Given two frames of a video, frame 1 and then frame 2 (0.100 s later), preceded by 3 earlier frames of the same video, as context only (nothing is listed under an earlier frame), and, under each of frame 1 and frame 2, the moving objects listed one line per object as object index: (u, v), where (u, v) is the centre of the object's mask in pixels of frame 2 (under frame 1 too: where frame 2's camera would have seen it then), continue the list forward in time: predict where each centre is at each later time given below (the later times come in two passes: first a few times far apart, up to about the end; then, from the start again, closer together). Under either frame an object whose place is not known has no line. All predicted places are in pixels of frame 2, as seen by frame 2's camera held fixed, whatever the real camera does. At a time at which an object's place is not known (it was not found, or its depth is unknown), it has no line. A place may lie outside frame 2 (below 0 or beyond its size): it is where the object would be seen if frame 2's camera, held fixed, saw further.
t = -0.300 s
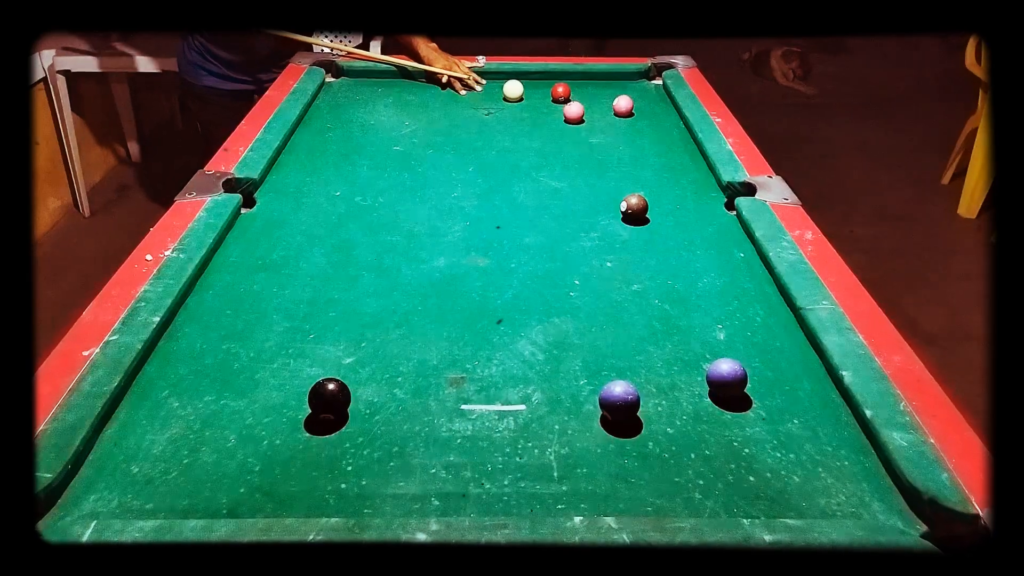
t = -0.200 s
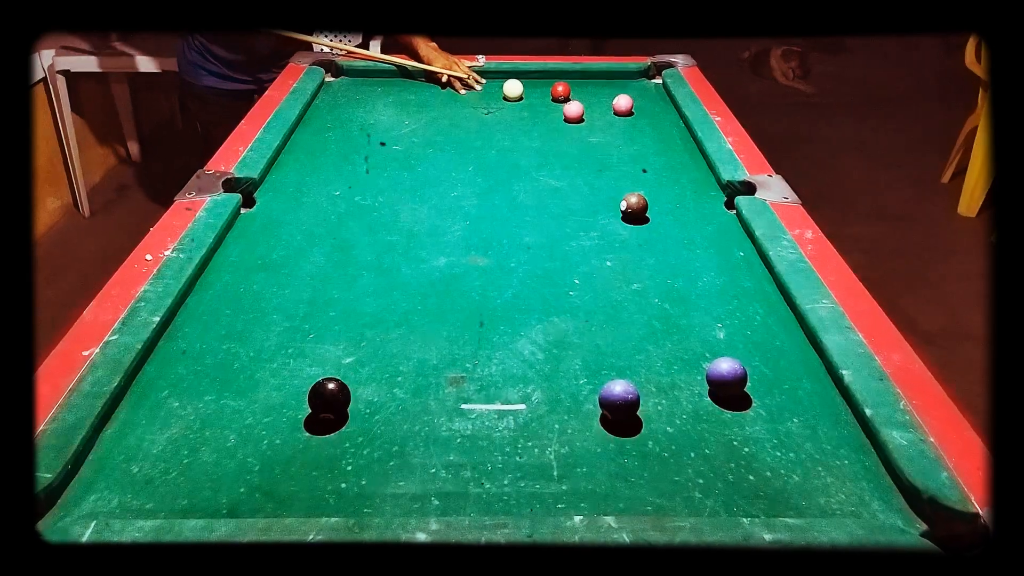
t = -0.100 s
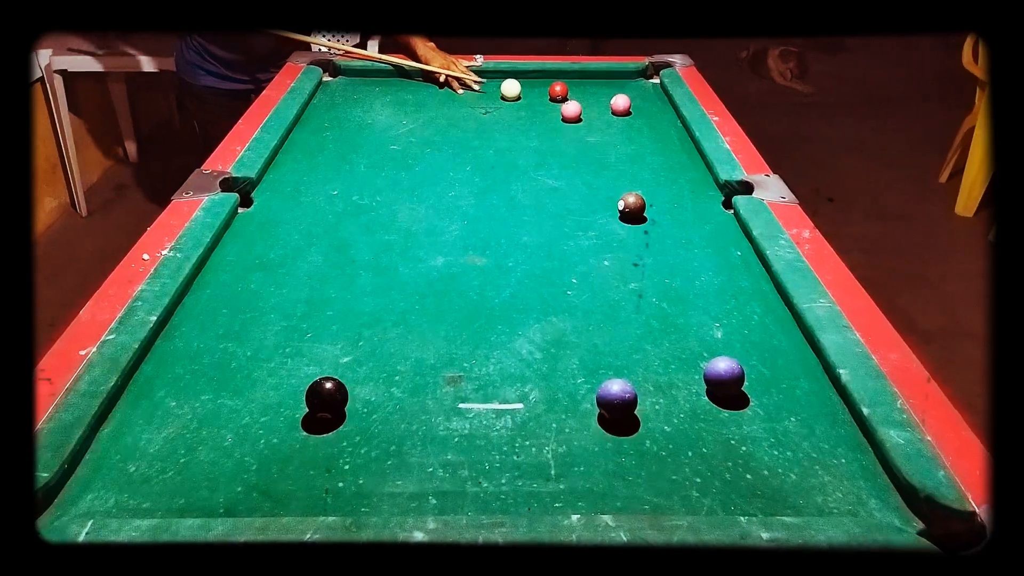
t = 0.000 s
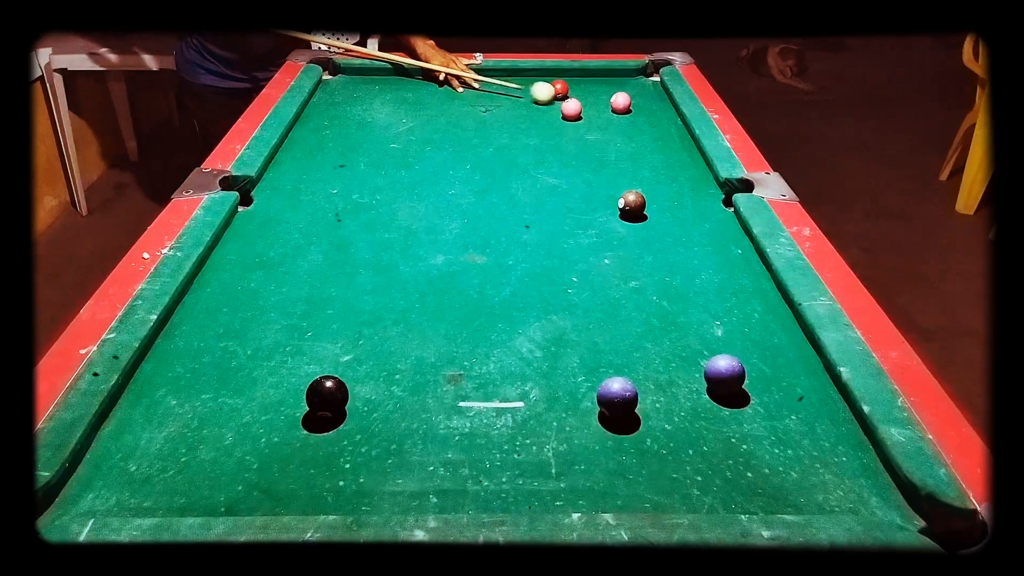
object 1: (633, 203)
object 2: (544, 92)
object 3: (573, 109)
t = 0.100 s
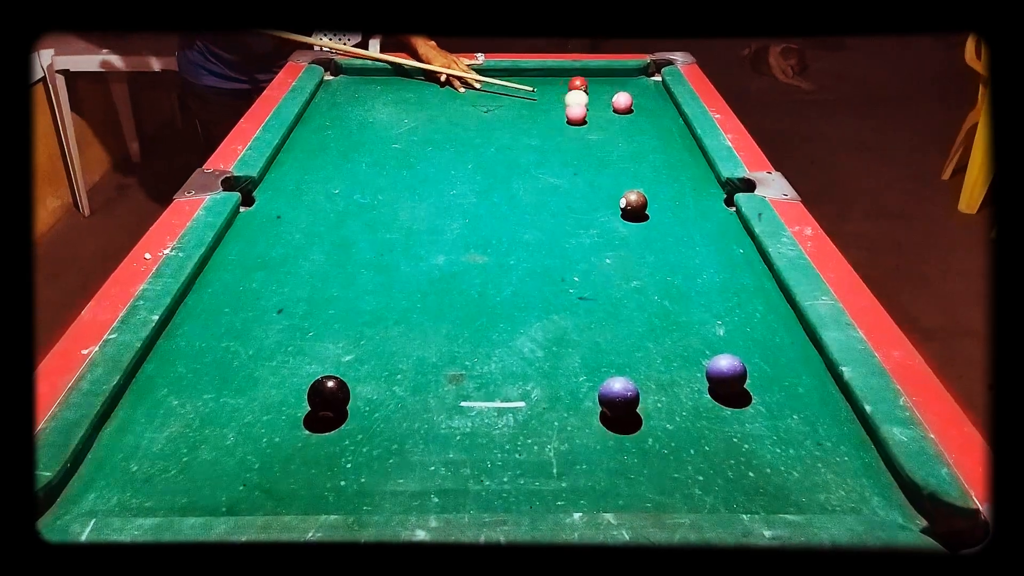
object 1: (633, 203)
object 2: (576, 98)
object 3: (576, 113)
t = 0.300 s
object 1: (633, 203)
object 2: (612, 106)
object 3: (593, 134)
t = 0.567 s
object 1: (634, 203)
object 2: (640, 116)
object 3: (619, 165)
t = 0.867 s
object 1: (630, 209)
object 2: (671, 126)
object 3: (656, 197)
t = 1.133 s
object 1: (618, 228)
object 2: (674, 133)
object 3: (700, 212)
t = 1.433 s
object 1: (605, 246)
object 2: (662, 138)
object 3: (728, 228)
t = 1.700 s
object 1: (592, 261)
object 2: (652, 142)
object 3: (711, 238)
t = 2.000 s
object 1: (578, 276)
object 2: (642, 145)
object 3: (693, 248)
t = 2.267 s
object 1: (569, 286)
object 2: (636, 147)
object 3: (683, 254)
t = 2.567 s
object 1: (560, 295)
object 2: (633, 148)
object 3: (675, 260)
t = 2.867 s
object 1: (555, 297)
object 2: (633, 148)
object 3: (671, 263)
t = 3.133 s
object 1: (554, 298)
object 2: (633, 148)
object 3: (671, 264)
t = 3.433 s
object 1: (555, 297)
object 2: (633, 148)
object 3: (671, 263)
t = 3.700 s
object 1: (555, 297)
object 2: (633, 148)
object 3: (671, 263)
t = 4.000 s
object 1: (554, 297)
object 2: (633, 148)
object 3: (671, 263)
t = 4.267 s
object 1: (554, 298)
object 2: (633, 148)
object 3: (670, 263)
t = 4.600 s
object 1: (554, 298)
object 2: (633, 148)
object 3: (670, 263)
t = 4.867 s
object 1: (554, 297)
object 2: (633, 148)
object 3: (670, 263)
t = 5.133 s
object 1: (554, 298)
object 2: (633, 148)
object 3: (670, 264)
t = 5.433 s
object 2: (632, 148)
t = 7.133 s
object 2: (633, 148)
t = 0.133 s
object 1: (633, 203)
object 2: (586, 100)
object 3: (579, 117)
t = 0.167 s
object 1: (633, 203)
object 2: (595, 102)
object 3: (582, 120)
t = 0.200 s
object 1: (633, 204)
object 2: (602, 103)
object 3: (585, 123)
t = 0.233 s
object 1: (633, 203)
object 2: (605, 104)
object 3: (587, 127)
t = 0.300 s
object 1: (633, 203)
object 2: (612, 106)
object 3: (593, 134)
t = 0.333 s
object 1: (633, 203)
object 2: (615, 108)
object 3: (596, 137)
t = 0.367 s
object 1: (633, 203)
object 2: (619, 109)
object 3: (600, 141)
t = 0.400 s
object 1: (633, 203)
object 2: (622, 110)
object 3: (602, 145)
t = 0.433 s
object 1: (633, 203)
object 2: (626, 111)
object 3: (605, 149)
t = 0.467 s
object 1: (633, 203)
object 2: (629, 112)
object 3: (609, 153)
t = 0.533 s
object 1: (634, 202)
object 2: (636, 115)
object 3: (615, 161)
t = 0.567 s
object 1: (634, 203)
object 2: (640, 116)
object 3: (619, 165)
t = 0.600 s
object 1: (634, 203)
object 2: (643, 117)
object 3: (622, 169)
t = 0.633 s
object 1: (633, 203)
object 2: (647, 118)
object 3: (626, 173)
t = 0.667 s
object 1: (633, 203)
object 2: (650, 119)
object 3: (629, 177)
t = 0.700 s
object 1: (634, 203)
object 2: (654, 120)
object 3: (633, 179)
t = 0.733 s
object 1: (634, 203)
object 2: (657, 121)
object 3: (637, 182)
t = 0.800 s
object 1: (632, 204)
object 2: (664, 123)
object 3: (646, 191)
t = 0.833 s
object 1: (631, 207)
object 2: (667, 125)
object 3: (651, 194)
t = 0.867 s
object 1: (630, 209)
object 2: (671, 126)
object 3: (656, 197)
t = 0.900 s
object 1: (628, 211)
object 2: (674, 127)
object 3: (661, 198)
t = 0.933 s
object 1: (627, 213)
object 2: (677, 128)
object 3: (667, 200)
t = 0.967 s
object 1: (626, 215)
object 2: (681, 129)
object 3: (672, 202)
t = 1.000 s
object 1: (624, 218)
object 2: (680, 130)
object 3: (678, 204)
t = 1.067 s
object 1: (621, 222)
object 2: (677, 131)
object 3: (689, 208)
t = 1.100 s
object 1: (620, 225)
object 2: (676, 132)
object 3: (694, 211)
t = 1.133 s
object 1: (618, 228)
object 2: (674, 133)
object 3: (700, 212)
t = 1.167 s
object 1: (617, 230)
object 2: (673, 133)
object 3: (705, 214)
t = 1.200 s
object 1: (615, 232)
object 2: (671, 134)
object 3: (710, 216)
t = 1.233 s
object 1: (614, 234)
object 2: (670, 134)
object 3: (716, 218)
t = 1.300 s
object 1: (610, 237)
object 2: (667, 136)
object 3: (726, 222)
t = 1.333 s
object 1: (609, 240)
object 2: (666, 136)
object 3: (732, 224)
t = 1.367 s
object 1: (608, 242)
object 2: (665, 137)
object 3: (733, 225)
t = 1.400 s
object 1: (606, 243)
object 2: (663, 137)
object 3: (731, 227)
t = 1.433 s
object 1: (605, 246)
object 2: (662, 138)
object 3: (728, 228)
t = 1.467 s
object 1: (603, 248)
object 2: (661, 138)
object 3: (726, 229)
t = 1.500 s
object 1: (601, 250)
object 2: (659, 139)
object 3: (724, 230)
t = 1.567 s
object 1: (598, 253)
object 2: (657, 140)
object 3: (720, 233)
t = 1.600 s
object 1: (597, 255)
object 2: (655, 140)
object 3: (718, 234)
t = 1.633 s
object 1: (595, 257)
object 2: (654, 141)
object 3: (716, 235)
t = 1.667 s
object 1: (594, 258)
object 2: (653, 141)
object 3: (713, 236)
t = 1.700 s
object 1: (592, 261)
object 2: (652, 142)
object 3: (711, 238)
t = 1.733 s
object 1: (591, 262)
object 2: (651, 142)
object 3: (709, 238)
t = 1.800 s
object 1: (586, 268)
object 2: (648, 143)
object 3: (704, 241)
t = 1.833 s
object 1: (585, 269)
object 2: (647, 144)
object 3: (702, 242)
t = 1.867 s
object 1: (583, 271)
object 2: (646, 144)
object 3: (700, 244)
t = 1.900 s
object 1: (582, 272)
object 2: (645, 144)
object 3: (698, 244)
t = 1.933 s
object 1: (581, 273)
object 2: (644, 145)
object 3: (696, 246)
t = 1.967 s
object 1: (579, 275)
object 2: (643, 145)
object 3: (695, 247)
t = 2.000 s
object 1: (578, 276)
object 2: (642, 145)
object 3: (693, 248)
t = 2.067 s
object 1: (575, 279)
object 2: (640, 146)
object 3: (690, 250)
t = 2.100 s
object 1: (574, 280)
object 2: (639, 146)
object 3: (689, 250)
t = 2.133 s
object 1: (573, 281)
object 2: (639, 146)
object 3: (687, 251)
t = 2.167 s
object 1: (572, 283)
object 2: (638, 146)
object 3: (686, 252)
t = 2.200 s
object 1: (571, 284)
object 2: (637, 147)
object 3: (685, 253)
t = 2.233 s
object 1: (570, 285)
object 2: (637, 147)
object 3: (684, 254)
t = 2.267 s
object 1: (569, 286)
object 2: (636, 147)
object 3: (683, 254)
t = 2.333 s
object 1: (567, 288)
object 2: (635, 147)
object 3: (681, 256)
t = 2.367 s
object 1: (566, 289)
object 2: (635, 147)
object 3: (679, 257)
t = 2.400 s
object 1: (565, 289)
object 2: (635, 148)
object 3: (679, 257)
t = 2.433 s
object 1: (564, 291)
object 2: (634, 148)
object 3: (678, 258)
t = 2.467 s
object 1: (563, 292)
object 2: (634, 148)
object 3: (677, 258)
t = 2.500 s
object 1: (562, 293)
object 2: (633, 148)
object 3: (676, 259)
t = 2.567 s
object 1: (560, 295)
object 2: (633, 148)
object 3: (675, 260)
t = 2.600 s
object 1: (560, 295)
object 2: (633, 148)
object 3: (674, 260)
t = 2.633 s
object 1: (559, 295)
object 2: (633, 148)
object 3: (673, 261)
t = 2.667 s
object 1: (558, 295)
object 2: (633, 148)
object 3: (673, 261)
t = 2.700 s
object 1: (558, 296)
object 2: (633, 148)
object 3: (673, 261)
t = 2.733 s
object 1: (557, 296)
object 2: (633, 148)
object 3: (672, 262)
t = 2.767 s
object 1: (556, 296)
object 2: (633, 148)
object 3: (672, 262)
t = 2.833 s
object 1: (556, 297)
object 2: (633, 148)
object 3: (671, 263)
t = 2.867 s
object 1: (555, 297)
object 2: (633, 148)
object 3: (671, 263)
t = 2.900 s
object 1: (555, 297)
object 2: (633, 148)
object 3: (671, 263)
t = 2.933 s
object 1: (555, 298)
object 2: (633, 148)
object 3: (670, 263)
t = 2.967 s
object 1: (555, 298)
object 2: (633, 148)
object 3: (670, 264)
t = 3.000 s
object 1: (555, 298)
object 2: (633, 148)
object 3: (670, 264)
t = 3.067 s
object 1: (554, 298)
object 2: (633, 148)
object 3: (670, 264)
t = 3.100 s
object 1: (554, 298)
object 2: (633, 148)
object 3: (670, 264)
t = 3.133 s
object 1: (554, 298)
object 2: (633, 148)
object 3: (671, 264)
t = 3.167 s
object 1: (555, 298)
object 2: (633, 148)
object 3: (671, 263)
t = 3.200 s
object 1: (554, 298)
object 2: (633, 148)
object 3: (671, 263)
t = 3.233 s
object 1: (555, 297)
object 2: (633, 148)
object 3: (671, 263)
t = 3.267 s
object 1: (555, 297)
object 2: (633, 148)
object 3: (671, 263)
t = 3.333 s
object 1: (555, 297)
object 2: (633, 148)
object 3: (671, 263)
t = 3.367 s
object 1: (555, 297)
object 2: (633, 148)
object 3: (671, 263)
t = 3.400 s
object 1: (555, 297)
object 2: (633, 148)
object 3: (671, 263)
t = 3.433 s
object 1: (555, 297)
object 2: (633, 148)
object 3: (671, 263)
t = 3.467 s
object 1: (555, 297)
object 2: (633, 148)
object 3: (671, 263)
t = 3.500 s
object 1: (555, 297)
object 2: (633, 148)
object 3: (671, 263)
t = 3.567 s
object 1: (555, 297)
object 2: (633, 148)
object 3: (671, 263)
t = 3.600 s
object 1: (555, 298)
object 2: (633, 148)
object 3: (671, 263)
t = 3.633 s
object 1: (555, 297)
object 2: (633, 148)
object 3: (671, 263)
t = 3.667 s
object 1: (555, 297)
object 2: (633, 148)
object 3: (671, 263)
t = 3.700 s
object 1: (555, 297)
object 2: (633, 148)
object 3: (671, 263)
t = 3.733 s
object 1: (555, 297)
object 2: (633, 148)
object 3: (671, 263)
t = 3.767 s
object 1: (555, 297)
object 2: (633, 148)
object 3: (671, 263)
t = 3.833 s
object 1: (555, 297)
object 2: (633, 148)
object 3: (671, 263)
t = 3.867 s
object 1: (555, 297)
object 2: (633, 148)
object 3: (671, 263)
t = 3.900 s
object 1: (554, 297)
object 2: (633, 148)
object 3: (670, 263)
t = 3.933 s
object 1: (554, 297)
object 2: (633, 148)
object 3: (671, 263)
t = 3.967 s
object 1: (554, 297)
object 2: (633, 148)
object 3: (671, 263)
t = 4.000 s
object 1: (554, 297)
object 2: (633, 148)
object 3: (671, 263)
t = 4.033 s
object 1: (554, 297)
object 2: (633, 148)
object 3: (670, 263)
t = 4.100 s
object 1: (554, 297)
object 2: (633, 148)
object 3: (670, 263)
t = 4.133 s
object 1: (554, 297)
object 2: (633, 148)
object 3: (670, 263)
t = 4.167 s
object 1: (554, 297)
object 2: (633, 148)
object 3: (670, 263)
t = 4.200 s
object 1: (554, 297)
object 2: (633, 148)
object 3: (670, 263)
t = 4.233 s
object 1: (554, 298)
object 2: (633, 148)
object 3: (670, 263)
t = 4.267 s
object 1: (554, 298)
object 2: (633, 148)
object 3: (670, 263)
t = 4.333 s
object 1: (554, 297)
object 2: (633, 148)
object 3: (670, 263)
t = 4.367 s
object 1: (554, 297)
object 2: (633, 148)
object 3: (670, 263)
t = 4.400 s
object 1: (554, 298)
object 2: (633, 148)
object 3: (670, 263)
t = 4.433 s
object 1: (554, 298)
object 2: (633, 148)
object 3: (670, 263)
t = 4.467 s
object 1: (554, 297)
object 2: (633, 148)
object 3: (670, 263)
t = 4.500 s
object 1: (554, 297)
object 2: (633, 148)
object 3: (670, 263)
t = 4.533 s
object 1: (554, 298)
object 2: (633, 148)
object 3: (670, 263)
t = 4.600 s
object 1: (554, 298)
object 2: (633, 148)
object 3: (670, 263)
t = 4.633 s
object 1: (554, 298)
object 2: (633, 148)
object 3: (670, 263)
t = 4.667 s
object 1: (554, 298)
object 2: (632, 148)
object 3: (670, 263)
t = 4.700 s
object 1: (554, 298)
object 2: (632, 148)
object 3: (670, 263)
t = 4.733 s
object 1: (554, 297)
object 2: (632, 148)
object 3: (670, 263)
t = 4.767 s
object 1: (554, 298)
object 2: (632, 148)
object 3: (670, 263)
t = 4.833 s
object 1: (554, 297)
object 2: (633, 148)
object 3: (670, 263)
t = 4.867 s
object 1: (554, 297)
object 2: (633, 148)
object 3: (670, 263)
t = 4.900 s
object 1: (554, 298)
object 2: (633, 148)
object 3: (670, 263)
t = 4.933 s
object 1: (554, 297)
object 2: (633, 148)
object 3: (670, 263)
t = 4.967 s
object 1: (554, 297)
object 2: (633, 148)
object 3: (670, 263)
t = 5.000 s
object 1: (554, 297)
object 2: (633, 148)
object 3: (670, 263)
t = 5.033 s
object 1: (554, 297)
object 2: (633, 148)
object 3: (670, 263)
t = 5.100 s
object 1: (554, 298)
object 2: (633, 148)
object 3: (670, 264)
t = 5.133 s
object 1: (554, 298)
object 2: (633, 148)
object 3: (670, 264)
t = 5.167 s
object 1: (554, 297)
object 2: (633, 148)
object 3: (670, 264)
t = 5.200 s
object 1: (554, 298)
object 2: (633, 148)
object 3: (670, 264)
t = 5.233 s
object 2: (632, 148)
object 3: (670, 264)
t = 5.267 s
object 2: (632, 148)
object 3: (670, 264)
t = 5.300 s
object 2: (632, 148)
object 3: (670, 264)
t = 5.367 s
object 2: (632, 148)
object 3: (670, 264)
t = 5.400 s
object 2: (632, 148)
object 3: (670, 264)
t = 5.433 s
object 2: (632, 148)
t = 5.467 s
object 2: (632, 148)
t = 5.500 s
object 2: (632, 148)
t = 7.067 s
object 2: (633, 148)
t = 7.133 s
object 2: (633, 148)
